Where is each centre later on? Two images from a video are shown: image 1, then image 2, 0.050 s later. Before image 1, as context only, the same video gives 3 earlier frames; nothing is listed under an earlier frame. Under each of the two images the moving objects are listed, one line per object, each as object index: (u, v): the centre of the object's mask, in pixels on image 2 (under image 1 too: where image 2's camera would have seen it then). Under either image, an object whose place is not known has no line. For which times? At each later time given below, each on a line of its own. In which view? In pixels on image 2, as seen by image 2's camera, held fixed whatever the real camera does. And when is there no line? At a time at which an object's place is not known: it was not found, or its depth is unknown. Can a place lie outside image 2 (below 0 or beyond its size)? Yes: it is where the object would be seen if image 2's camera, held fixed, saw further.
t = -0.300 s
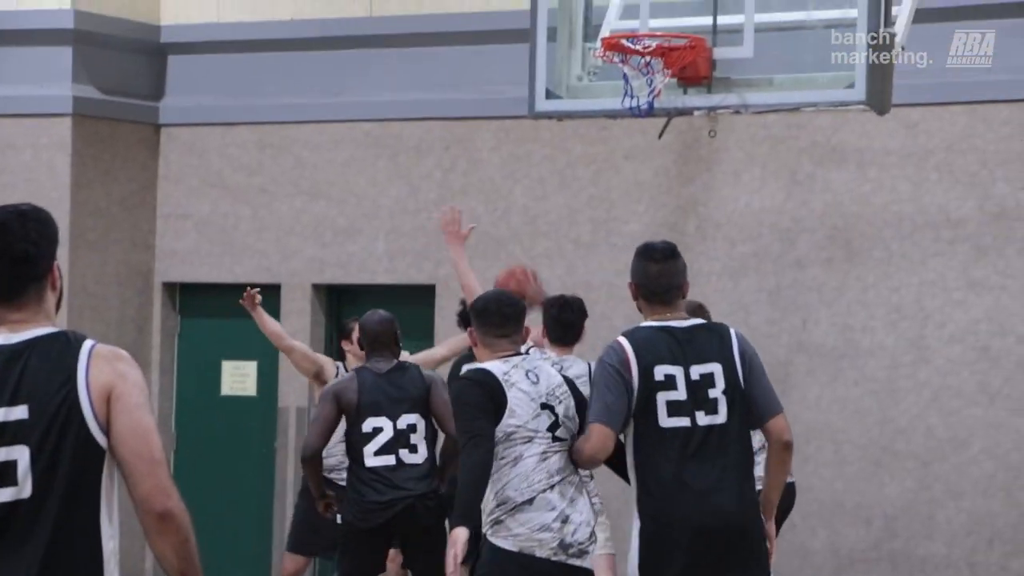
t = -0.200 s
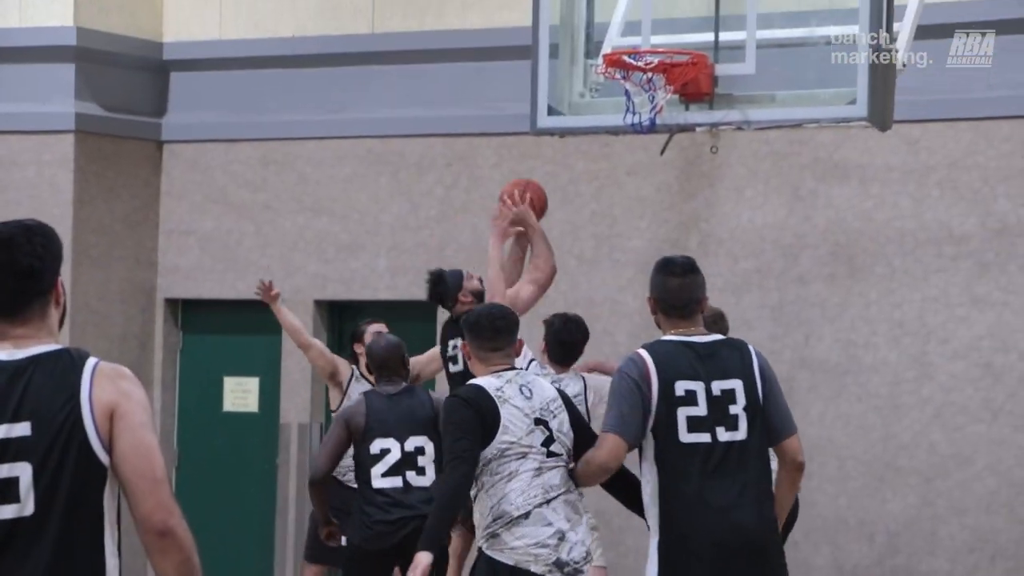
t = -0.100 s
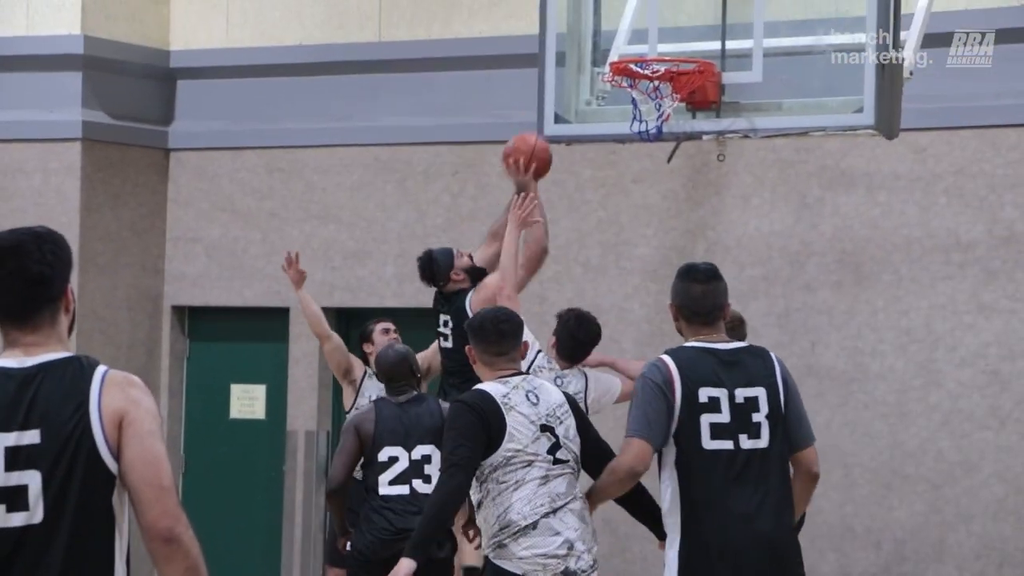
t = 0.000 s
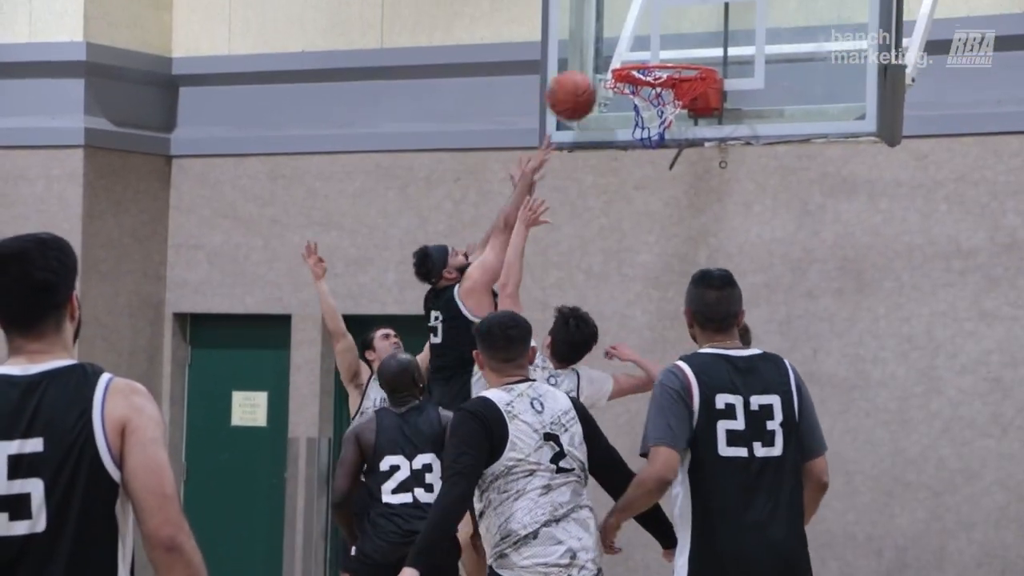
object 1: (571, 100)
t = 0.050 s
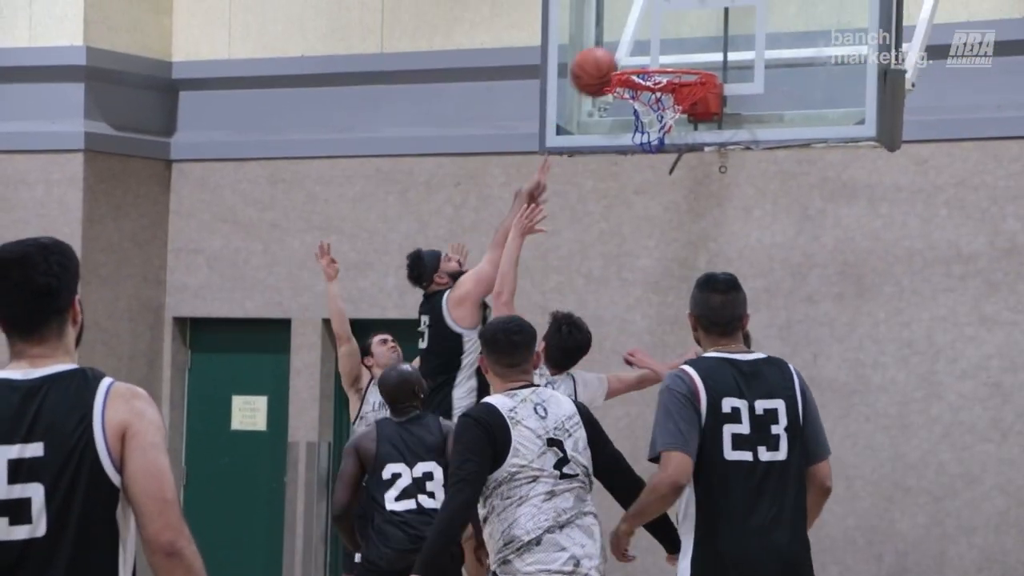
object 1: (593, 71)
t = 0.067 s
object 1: (601, 62)
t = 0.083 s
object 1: (610, 55)
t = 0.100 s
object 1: (619, 48)
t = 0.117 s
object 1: (627, 43)
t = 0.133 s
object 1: (635, 37)
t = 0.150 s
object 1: (637, 34)
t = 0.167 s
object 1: (639, 32)
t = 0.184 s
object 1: (641, 31)
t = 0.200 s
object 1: (642, 30)
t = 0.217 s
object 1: (644, 29)
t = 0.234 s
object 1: (646, 29)
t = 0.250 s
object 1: (648, 30)
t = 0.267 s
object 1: (649, 32)
